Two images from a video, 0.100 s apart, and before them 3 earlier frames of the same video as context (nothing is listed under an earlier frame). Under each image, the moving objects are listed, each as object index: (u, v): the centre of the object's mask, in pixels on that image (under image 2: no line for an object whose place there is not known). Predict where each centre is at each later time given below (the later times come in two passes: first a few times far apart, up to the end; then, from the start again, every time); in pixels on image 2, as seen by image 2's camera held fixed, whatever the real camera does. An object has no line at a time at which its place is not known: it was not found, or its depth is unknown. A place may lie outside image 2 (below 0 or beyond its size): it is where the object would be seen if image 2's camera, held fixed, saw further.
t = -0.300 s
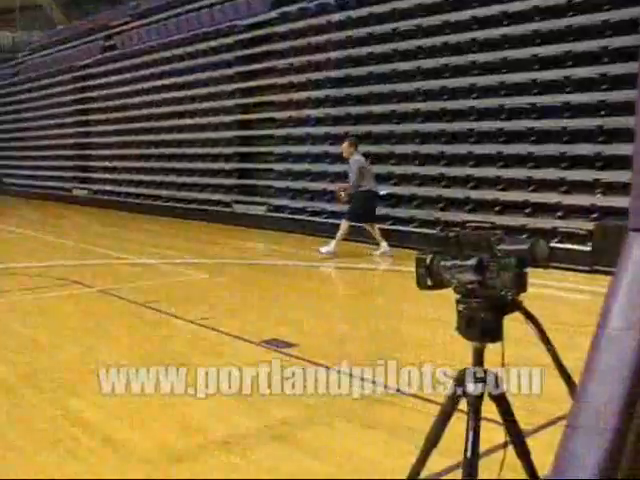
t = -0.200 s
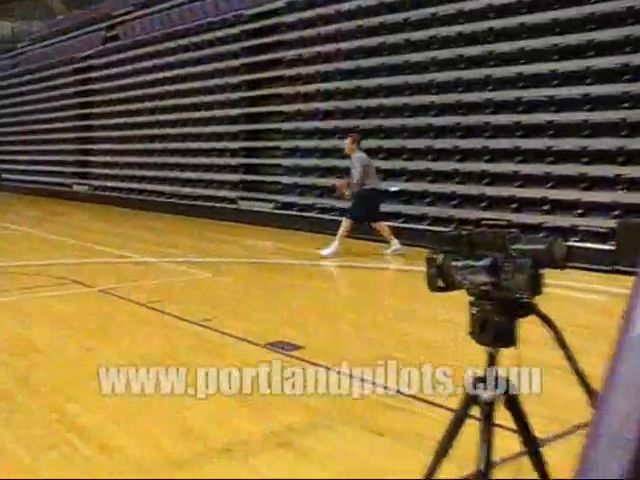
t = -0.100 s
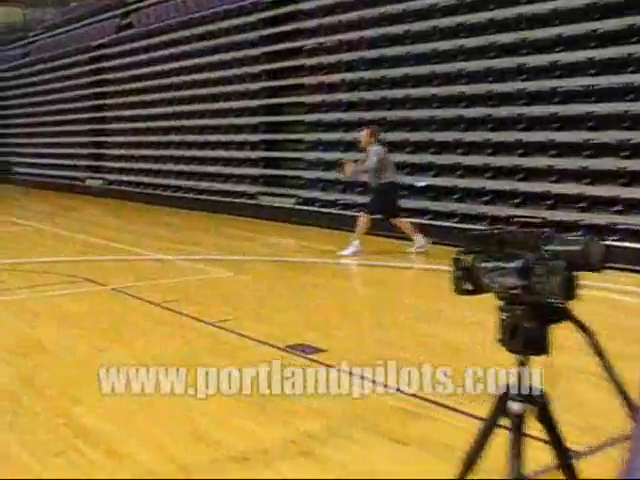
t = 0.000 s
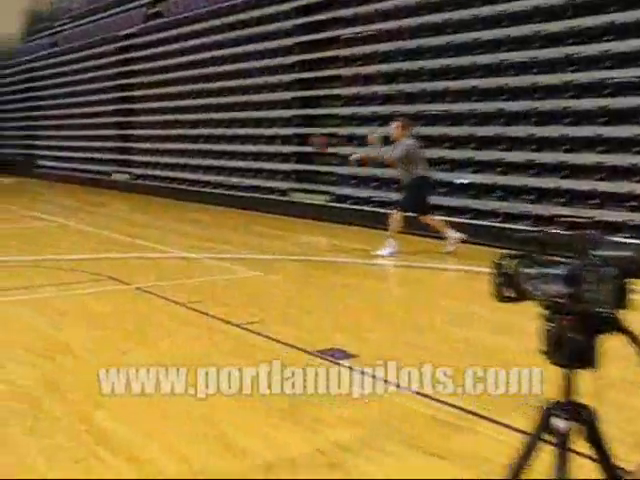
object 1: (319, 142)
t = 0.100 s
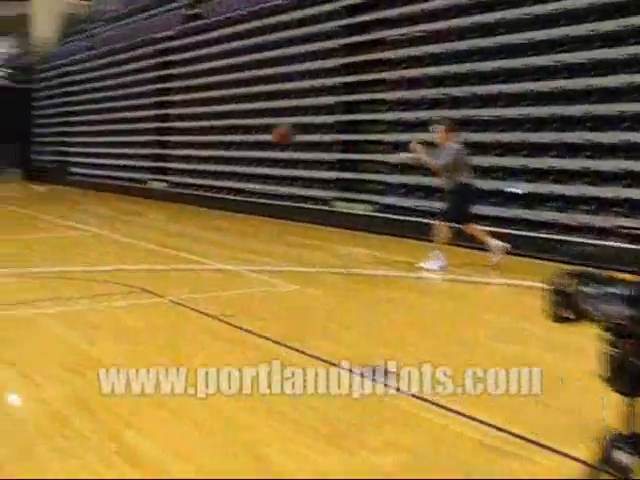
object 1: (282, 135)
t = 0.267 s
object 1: (147, 124)
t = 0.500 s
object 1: (-80, 141)
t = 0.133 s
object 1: (255, 133)
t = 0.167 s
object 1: (232, 127)
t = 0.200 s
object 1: (205, 124)
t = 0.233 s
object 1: (178, 123)
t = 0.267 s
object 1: (147, 124)
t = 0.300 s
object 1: (119, 121)
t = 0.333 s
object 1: (85, 120)
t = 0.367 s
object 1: (51, 123)
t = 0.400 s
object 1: (20, 125)
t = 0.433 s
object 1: (-13, 130)
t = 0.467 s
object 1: (-45, 133)
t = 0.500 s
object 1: (-80, 141)
